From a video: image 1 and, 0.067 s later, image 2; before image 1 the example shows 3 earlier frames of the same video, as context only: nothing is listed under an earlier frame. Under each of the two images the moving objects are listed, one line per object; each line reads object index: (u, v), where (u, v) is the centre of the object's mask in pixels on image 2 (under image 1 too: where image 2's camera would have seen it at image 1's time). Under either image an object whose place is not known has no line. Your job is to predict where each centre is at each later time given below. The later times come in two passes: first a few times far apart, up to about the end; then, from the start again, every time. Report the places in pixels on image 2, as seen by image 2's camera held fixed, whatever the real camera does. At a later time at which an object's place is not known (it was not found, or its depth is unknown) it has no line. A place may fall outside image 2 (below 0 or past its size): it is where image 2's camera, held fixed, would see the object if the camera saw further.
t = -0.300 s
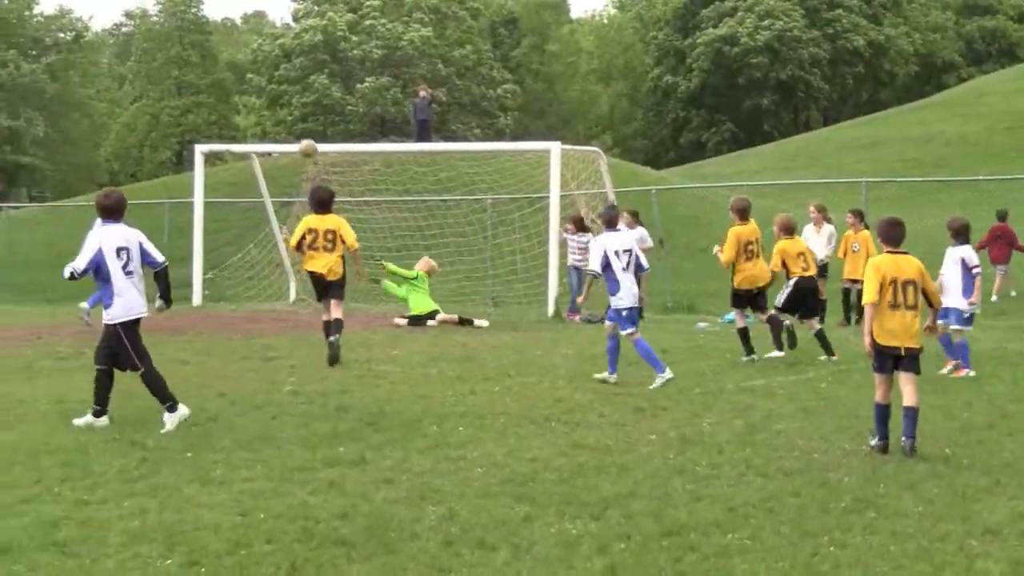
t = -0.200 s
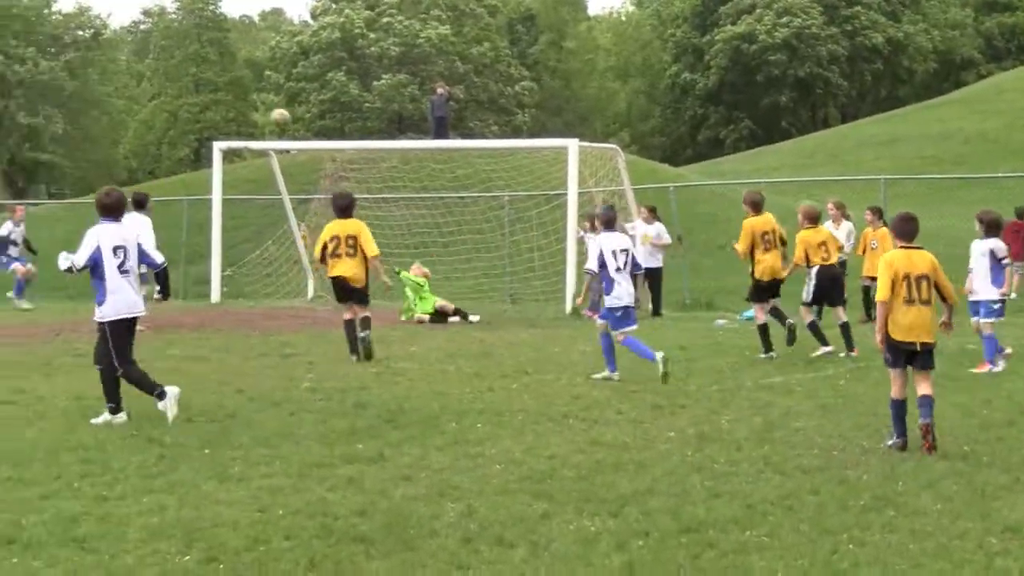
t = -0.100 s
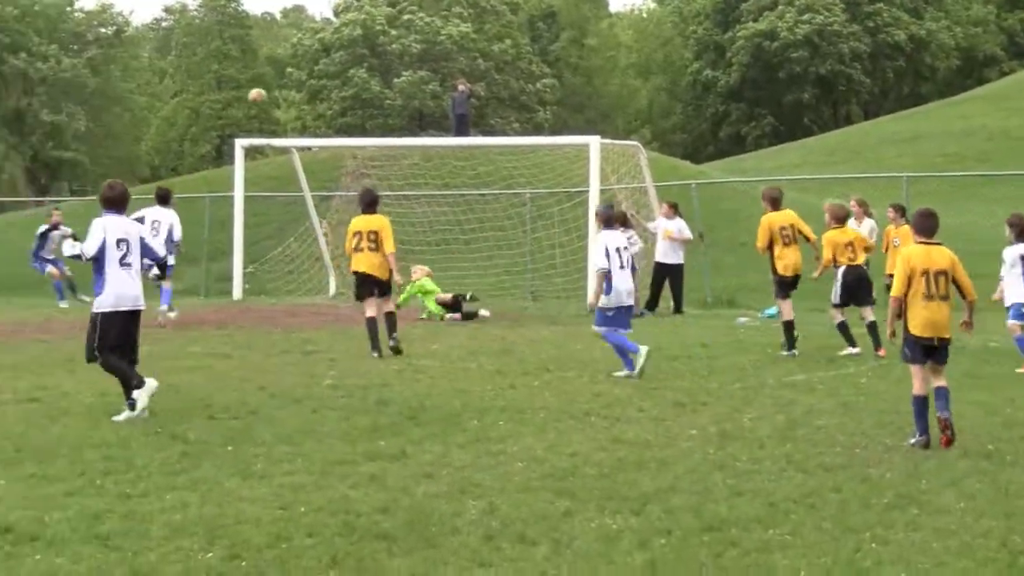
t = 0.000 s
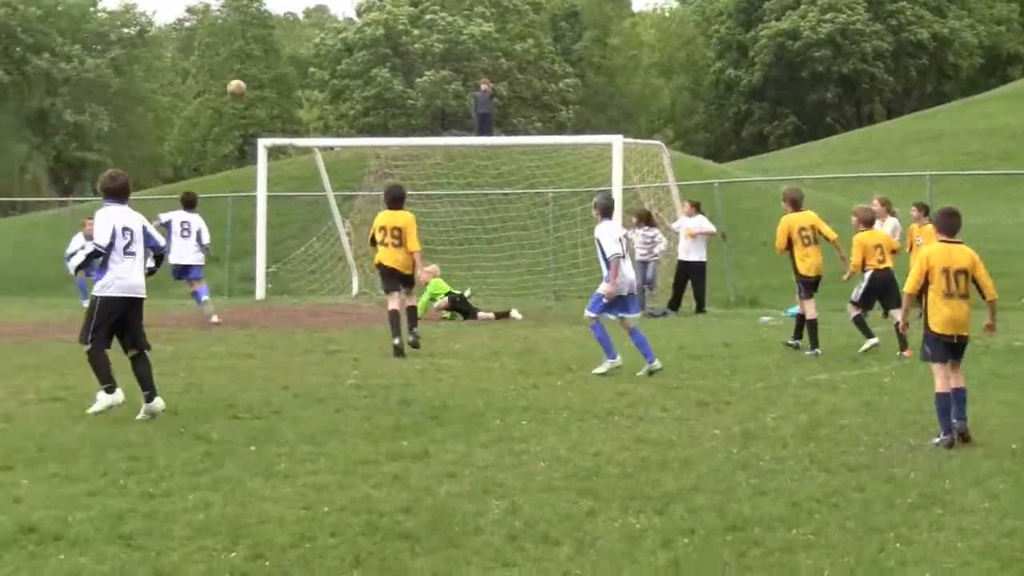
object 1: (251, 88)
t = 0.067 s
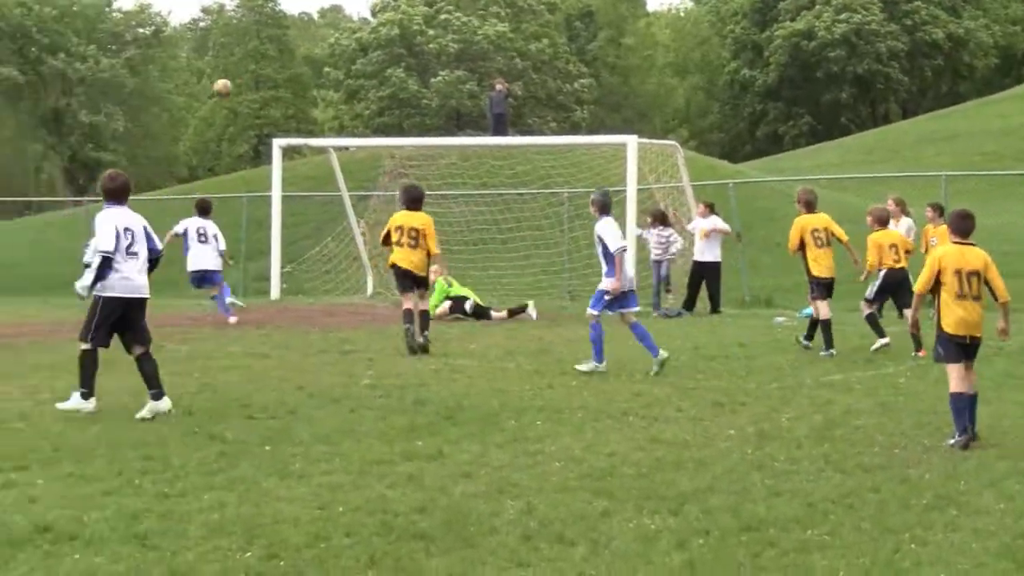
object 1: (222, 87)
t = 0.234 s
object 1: (152, 104)
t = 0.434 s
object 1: (68, 156)
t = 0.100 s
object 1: (208, 88)
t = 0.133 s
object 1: (195, 92)
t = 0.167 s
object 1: (180, 94)
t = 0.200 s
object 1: (167, 99)
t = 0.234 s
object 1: (152, 104)
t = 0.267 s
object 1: (138, 110)
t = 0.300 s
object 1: (124, 118)
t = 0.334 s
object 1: (110, 126)
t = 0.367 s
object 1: (97, 134)
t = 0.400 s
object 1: (82, 144)
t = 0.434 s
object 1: (68, 156)
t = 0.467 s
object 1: (55, 168)
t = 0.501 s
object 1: (41, 180)
